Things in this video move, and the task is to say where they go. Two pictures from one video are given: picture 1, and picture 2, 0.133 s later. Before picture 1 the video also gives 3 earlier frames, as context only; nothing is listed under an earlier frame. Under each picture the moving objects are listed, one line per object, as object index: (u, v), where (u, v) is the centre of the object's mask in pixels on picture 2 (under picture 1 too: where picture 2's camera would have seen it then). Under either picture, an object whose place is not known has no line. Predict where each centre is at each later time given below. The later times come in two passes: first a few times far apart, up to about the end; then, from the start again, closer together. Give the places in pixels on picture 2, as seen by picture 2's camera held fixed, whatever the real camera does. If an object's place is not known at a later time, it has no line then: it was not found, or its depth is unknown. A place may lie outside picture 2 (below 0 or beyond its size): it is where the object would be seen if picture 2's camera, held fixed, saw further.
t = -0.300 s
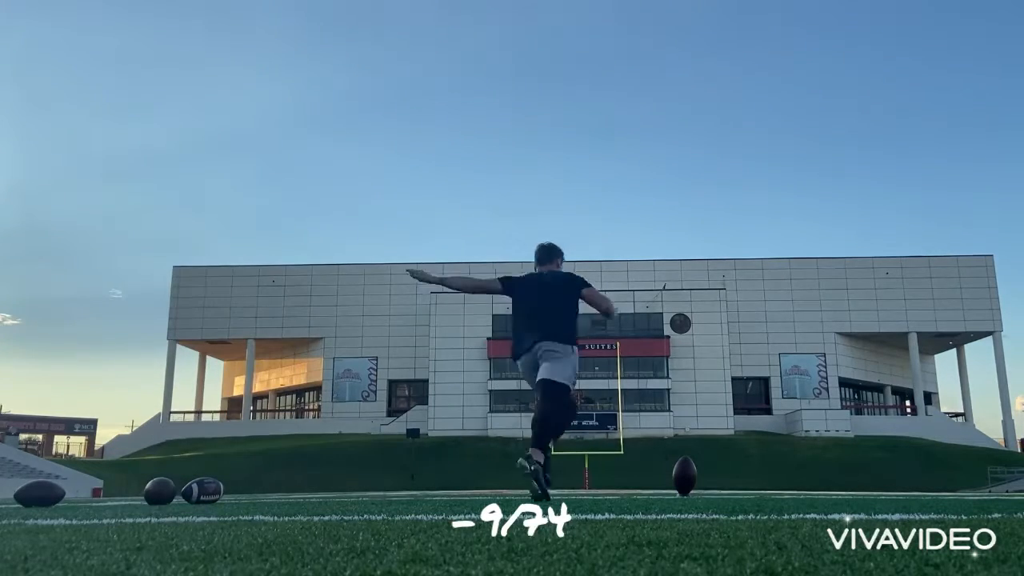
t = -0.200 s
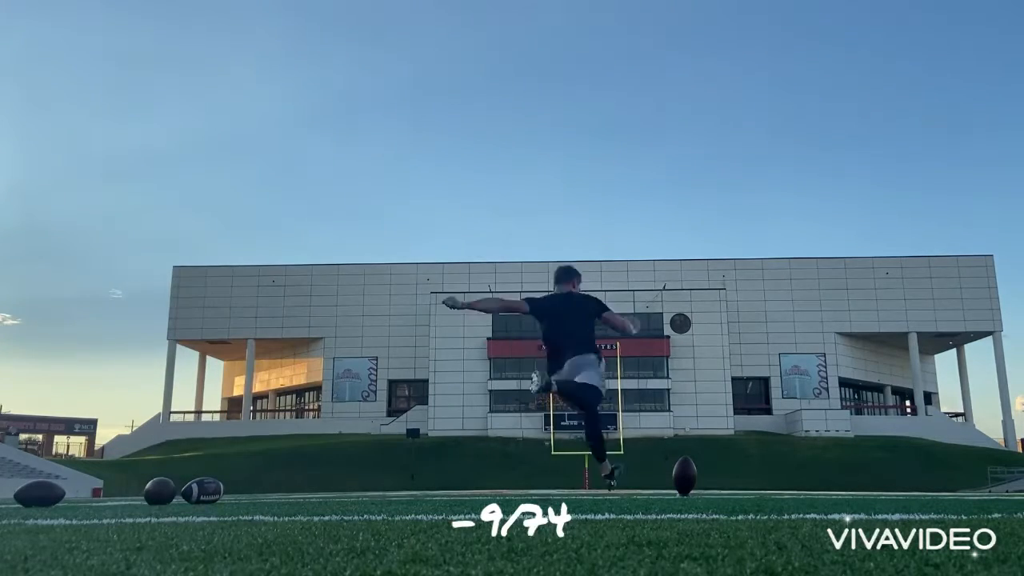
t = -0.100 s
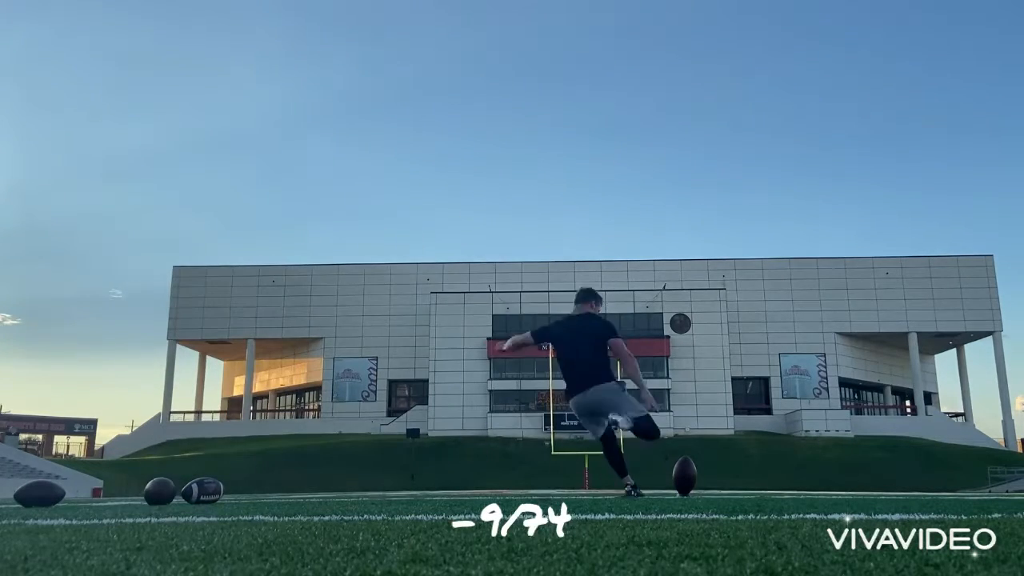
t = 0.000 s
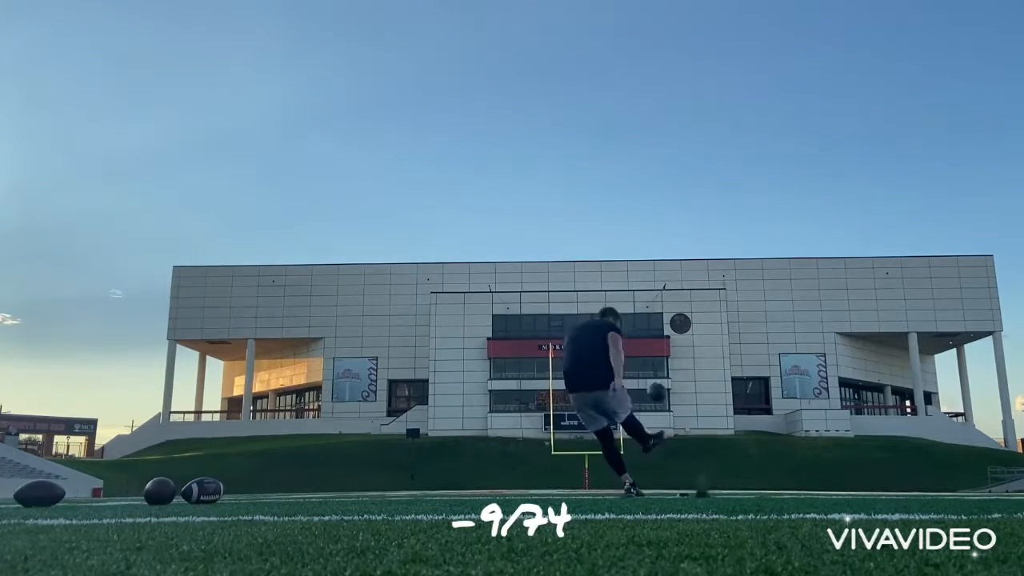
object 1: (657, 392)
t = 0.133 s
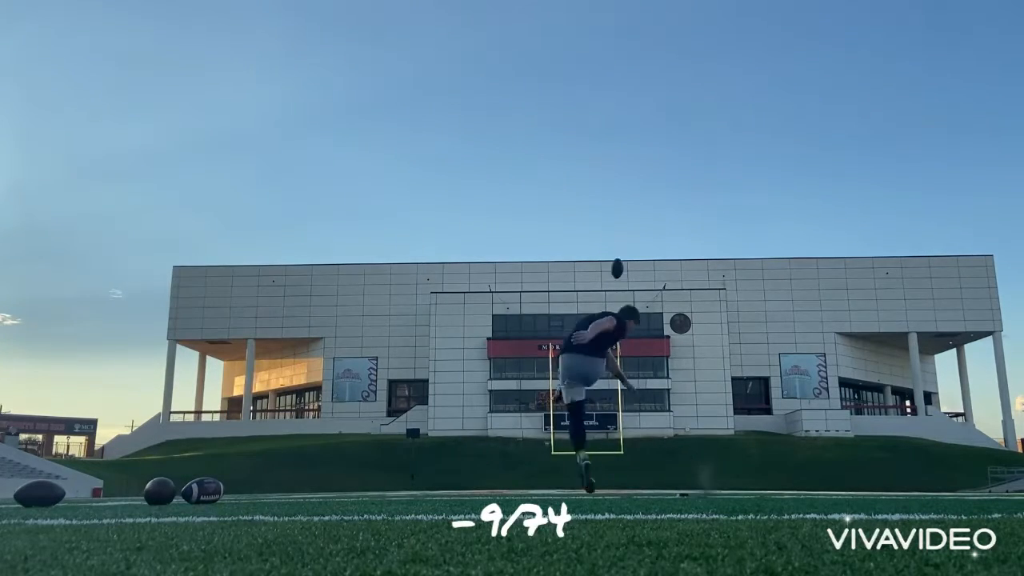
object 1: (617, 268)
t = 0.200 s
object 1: (607, 236)
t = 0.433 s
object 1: (593, 177)
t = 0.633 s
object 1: (592, 158)
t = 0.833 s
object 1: (593, 155)
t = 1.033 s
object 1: (596, 159)
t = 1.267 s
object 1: (599, 170)
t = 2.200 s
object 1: (610, 259)
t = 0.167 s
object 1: (611, 250)
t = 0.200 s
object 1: (607, 236)
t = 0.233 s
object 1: (604, 223)
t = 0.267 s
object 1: (602, 212)
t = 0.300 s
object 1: (599, 203)
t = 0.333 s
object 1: (597, 195)
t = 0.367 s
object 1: (596, 188)
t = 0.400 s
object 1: (594, 183)
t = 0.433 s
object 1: (593, 177)
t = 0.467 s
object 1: (592, 173)
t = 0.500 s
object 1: (592, 170)
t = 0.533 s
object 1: (592, 166)
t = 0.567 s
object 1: (592, 164)
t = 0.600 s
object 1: (592, 161)
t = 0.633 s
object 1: (592, 158)
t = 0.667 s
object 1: (592, 157)
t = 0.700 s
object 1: (592, 156)
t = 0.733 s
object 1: (592, 155)
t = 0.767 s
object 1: (592, 155)
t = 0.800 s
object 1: (593, 155)
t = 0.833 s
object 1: (593, 155)
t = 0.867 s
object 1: (593, 155)
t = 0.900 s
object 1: (594, 156)
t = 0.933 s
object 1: (594, 156)
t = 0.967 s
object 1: (595, 157)
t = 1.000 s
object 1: (595, 158)
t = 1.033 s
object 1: (596, 159)
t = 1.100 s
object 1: (597, 161)
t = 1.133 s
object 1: (597, 162)
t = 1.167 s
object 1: (597, 164)
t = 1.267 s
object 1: (599, 170)
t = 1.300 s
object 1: (599, 172)
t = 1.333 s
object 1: (600, 174)
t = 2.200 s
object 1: (610, 259)
